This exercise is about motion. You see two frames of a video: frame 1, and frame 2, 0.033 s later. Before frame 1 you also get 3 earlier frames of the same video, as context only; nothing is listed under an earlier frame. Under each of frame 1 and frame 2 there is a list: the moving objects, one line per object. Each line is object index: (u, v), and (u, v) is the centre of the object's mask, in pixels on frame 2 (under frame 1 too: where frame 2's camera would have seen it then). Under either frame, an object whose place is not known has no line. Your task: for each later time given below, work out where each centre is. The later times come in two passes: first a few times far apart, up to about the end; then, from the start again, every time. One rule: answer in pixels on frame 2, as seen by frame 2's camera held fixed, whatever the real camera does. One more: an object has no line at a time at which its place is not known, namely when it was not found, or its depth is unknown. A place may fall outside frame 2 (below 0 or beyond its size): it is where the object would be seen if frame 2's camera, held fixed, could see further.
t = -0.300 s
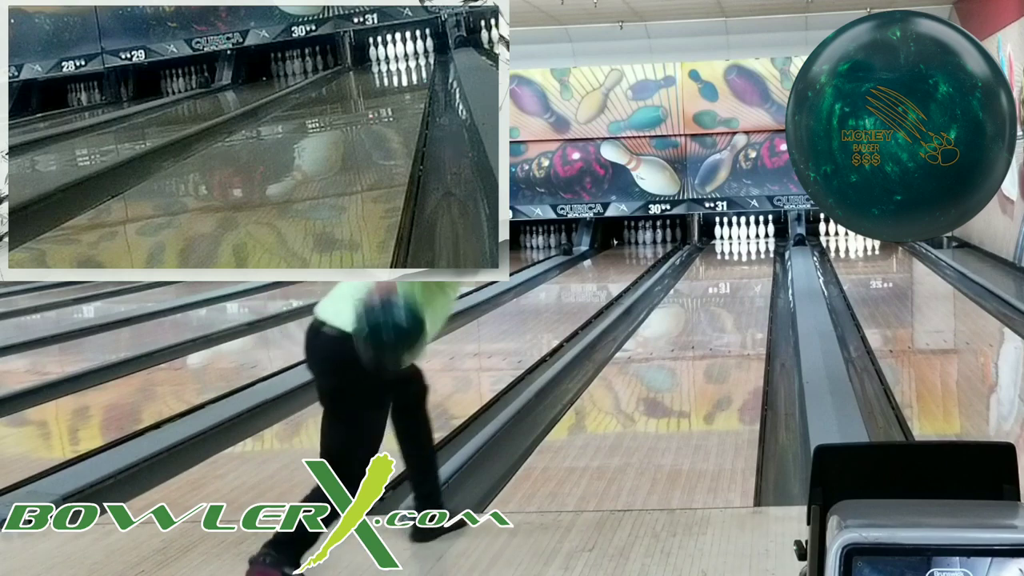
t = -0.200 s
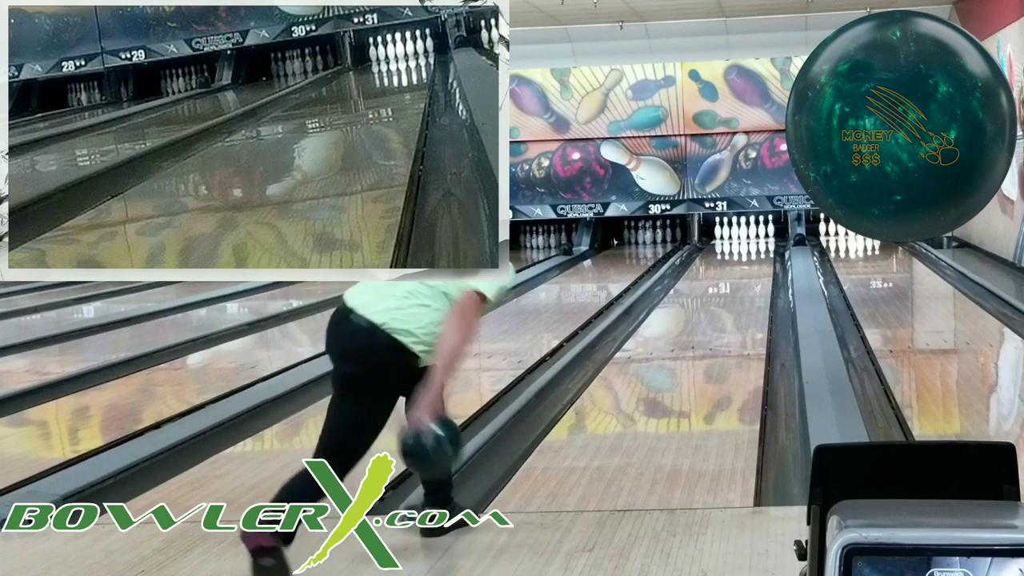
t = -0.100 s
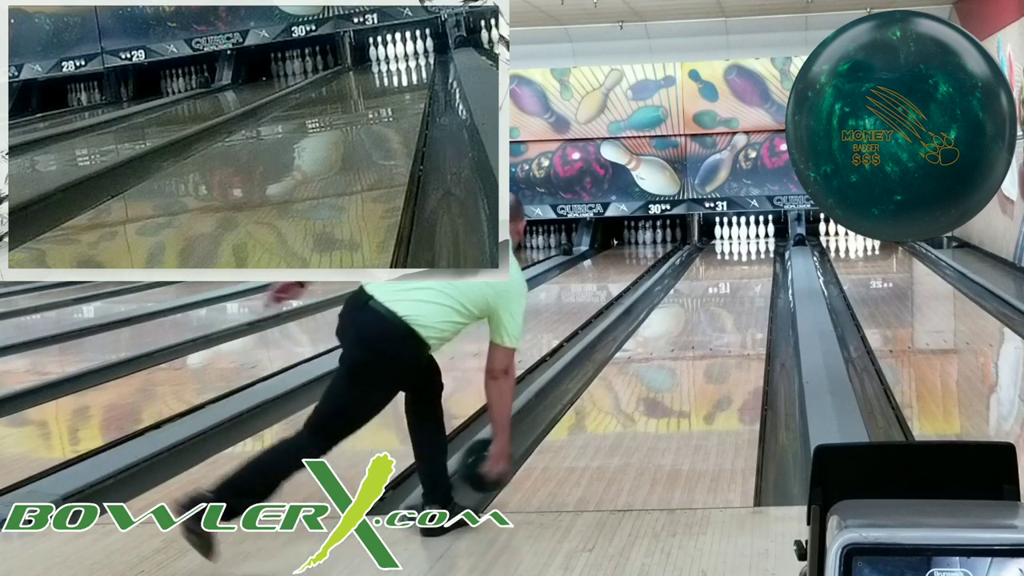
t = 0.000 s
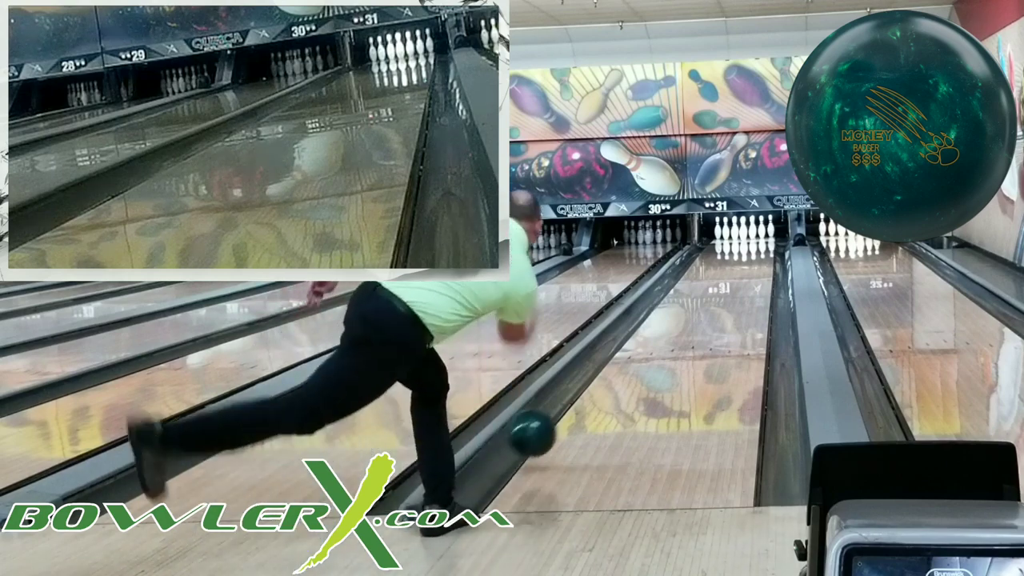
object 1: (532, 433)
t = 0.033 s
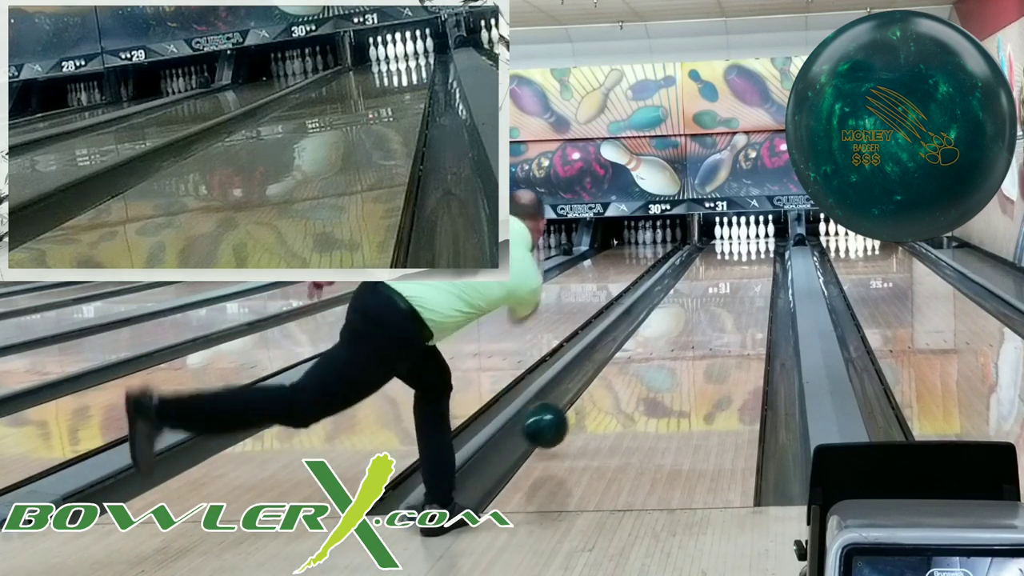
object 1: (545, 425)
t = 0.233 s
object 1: (606, 387)
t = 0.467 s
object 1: (650, 346)
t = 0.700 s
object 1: (682, 319)
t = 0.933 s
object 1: (705, 299)
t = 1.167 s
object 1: (723, 283)
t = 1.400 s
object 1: (736, 270)
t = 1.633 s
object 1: (747, 259)
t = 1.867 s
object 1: (754, 250)
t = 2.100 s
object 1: (755, 244)
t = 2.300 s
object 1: (753, 239)
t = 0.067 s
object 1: (557, 420)
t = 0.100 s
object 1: (568, 418)
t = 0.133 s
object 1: (579, 409)
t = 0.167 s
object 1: (588, 401)
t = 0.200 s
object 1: (597, 394)
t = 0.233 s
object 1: (606, 387)
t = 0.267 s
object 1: (613, 380)
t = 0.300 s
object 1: (620, 374)
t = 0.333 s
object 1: (627, 367)
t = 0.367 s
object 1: (633, 362)
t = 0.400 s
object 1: (641, 353)
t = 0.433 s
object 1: (645, 352)
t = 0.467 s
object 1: (650, 346)
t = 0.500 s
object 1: (655, 342)
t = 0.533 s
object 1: (661, 338)
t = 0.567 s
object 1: (665, 334)
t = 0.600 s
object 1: (670, 330)
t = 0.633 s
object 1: (674, 326)
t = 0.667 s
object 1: (678, 323)
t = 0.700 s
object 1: (682, 319)
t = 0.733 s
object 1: (686, 316)
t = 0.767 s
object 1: (690, 313)
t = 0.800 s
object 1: (693, 310)
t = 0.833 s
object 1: (696, 307)
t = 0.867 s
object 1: (699, 304)
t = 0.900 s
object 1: (702, 301)
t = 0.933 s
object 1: (705, 299)
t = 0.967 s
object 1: (708, 296)
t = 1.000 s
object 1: (711, 294)
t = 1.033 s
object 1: (714, 292)
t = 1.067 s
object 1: (716, 289)
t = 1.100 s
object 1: (718, 287)
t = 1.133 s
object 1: (721, 285)
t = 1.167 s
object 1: (723, 283)
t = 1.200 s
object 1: (725, 281)
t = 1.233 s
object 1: (727, 279)
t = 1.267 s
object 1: (729, 277)
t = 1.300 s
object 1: (731, 275)
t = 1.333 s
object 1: (733, 273)
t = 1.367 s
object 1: (734, 272)
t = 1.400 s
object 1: (736, 270)
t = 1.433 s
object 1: (738, 269)
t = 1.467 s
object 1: (740, 267)
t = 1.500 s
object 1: (741, 265)
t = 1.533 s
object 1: (742, 264)
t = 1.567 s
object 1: (744, 262)
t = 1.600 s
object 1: (745, 261)
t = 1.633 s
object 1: (747, 259)
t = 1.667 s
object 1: (748, 258)
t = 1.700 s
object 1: (749, 257)
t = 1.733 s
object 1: (750, 255)
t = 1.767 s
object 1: (751, 254)
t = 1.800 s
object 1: (752, 253)
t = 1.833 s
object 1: (753, 252)
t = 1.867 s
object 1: (754, 250)
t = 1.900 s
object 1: (755, 249)
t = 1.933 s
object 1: (755, 249)
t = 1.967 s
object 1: (755, 247)
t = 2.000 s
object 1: (756, 246)
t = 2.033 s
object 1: (756, 245)
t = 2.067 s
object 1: (756, 244)
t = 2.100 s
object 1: (755, 244)
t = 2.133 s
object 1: (755, 243)
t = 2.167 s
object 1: (755, 242)
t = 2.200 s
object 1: (755, 242)
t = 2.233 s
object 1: (754, 241)
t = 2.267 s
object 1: (754, 240)
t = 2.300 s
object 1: (753, 239)
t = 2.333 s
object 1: (753, 238)
